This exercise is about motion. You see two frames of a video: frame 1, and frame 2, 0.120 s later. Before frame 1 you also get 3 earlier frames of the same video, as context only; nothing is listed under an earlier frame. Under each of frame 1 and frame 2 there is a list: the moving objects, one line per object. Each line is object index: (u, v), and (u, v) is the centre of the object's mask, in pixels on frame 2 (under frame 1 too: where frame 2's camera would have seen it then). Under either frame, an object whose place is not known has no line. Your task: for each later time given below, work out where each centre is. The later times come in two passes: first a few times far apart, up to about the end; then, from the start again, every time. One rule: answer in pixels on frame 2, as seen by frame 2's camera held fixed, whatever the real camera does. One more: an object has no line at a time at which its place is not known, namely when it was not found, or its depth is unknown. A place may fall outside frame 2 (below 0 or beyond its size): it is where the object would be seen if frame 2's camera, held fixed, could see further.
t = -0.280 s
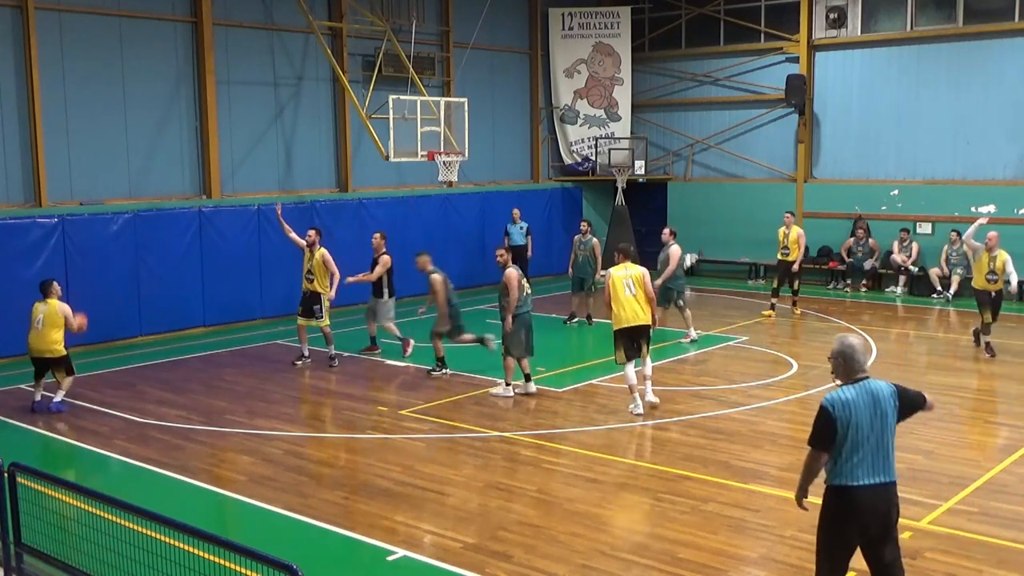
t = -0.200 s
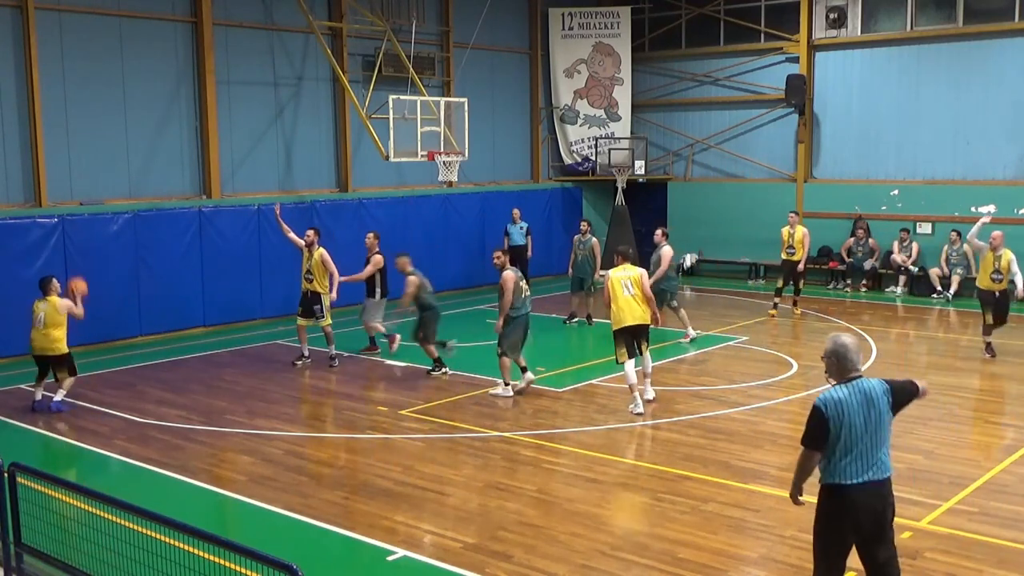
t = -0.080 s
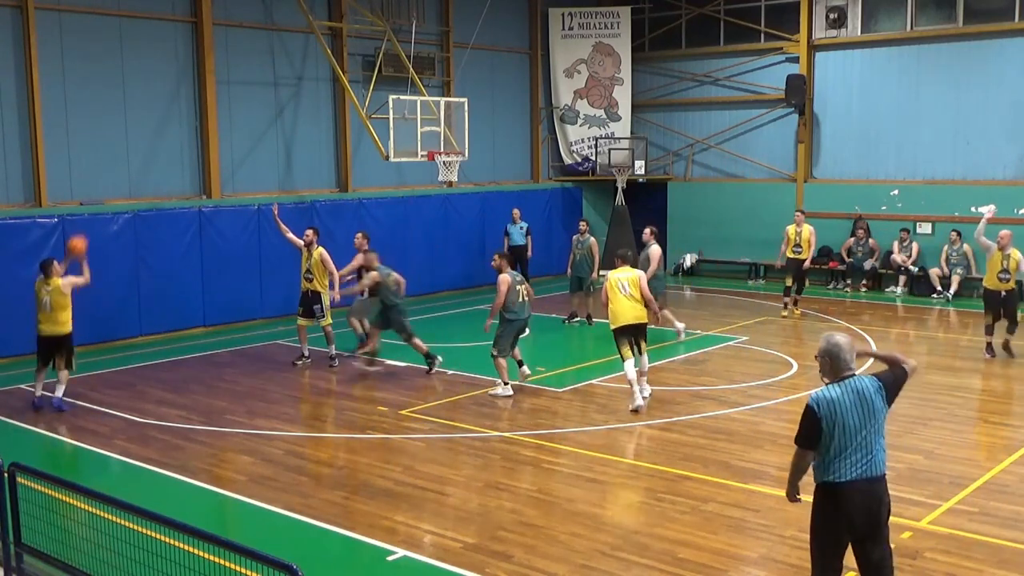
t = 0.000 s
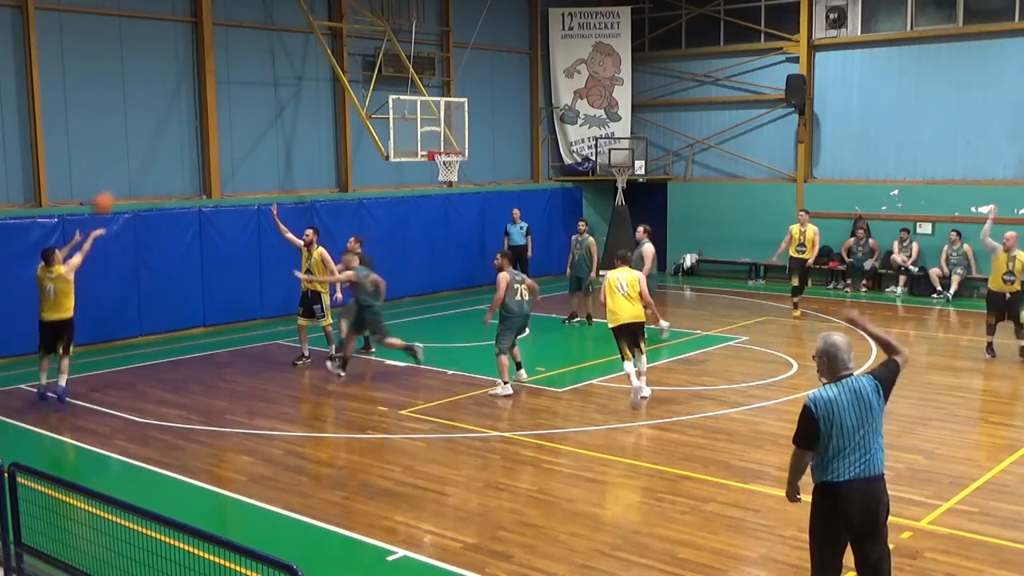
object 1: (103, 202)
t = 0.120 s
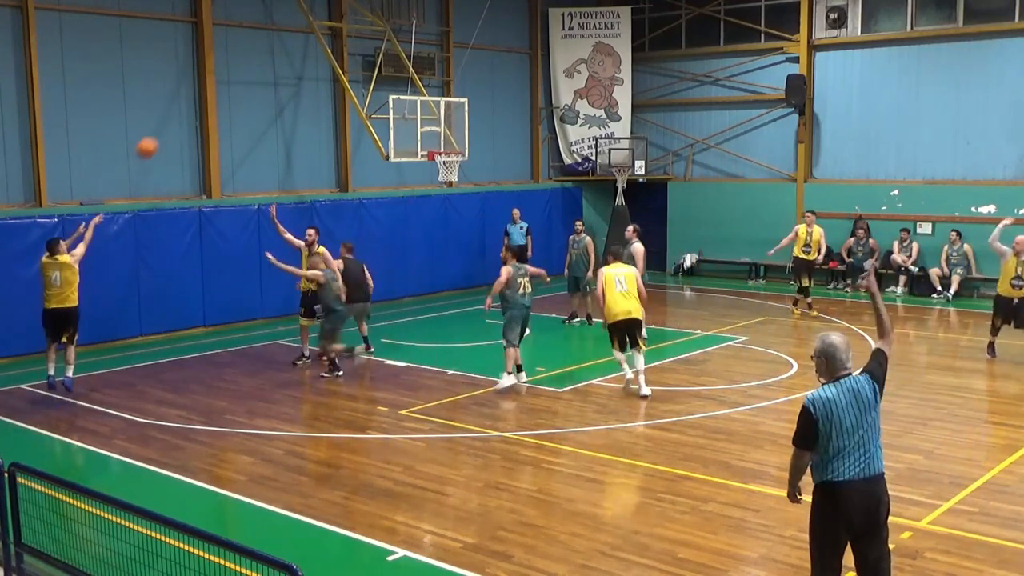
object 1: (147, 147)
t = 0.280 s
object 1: (202, 93)
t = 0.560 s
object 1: (290, 53)
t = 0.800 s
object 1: (355, 62)
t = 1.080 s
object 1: (422, 117)
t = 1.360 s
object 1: (459, 162)
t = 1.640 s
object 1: (457, 178)
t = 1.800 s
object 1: (457, 207)
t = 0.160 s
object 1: (161, 132)
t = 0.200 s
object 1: (175, 118)
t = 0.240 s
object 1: (189, 105)
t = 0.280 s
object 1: (202, 93)
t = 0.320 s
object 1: (215, 84)
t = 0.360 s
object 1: (228, 76)
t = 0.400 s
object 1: (241, 68)
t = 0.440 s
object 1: (254, 63)
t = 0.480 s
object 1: (266, 58)
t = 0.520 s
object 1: (278, 55)
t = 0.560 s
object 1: (290, 53)
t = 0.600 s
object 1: (301, 52)
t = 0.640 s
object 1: (312, 52)
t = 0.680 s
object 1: (323, 52)
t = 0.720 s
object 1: (334, 55)
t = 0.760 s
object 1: (345, 58)
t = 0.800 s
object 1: (355, 62)
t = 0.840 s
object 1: (365, 68)
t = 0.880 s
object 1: (375, 73)
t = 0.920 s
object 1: (385, 80)
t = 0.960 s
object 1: (394, 88)
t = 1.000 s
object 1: (403, 97)
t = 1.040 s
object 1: (412, 107)
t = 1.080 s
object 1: (422, 117)
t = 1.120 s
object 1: (430, 127)
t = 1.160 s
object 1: (439, 139)
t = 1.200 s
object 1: (448, 148)
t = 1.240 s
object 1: (455, 161)
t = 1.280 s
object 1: (458, 164)
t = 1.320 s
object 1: (459, 162)
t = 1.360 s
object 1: (459, 162)
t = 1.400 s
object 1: (458, 161)
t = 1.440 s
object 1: (458, 161)
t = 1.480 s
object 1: (458, 162)
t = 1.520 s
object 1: (457, 165)
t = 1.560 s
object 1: (457, 166)
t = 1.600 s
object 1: (457, 169)
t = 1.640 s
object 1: (457, 178)
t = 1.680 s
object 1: (457, 183)
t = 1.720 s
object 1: (458, 190)
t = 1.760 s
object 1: (458, 198)
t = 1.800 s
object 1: (457, 207)
